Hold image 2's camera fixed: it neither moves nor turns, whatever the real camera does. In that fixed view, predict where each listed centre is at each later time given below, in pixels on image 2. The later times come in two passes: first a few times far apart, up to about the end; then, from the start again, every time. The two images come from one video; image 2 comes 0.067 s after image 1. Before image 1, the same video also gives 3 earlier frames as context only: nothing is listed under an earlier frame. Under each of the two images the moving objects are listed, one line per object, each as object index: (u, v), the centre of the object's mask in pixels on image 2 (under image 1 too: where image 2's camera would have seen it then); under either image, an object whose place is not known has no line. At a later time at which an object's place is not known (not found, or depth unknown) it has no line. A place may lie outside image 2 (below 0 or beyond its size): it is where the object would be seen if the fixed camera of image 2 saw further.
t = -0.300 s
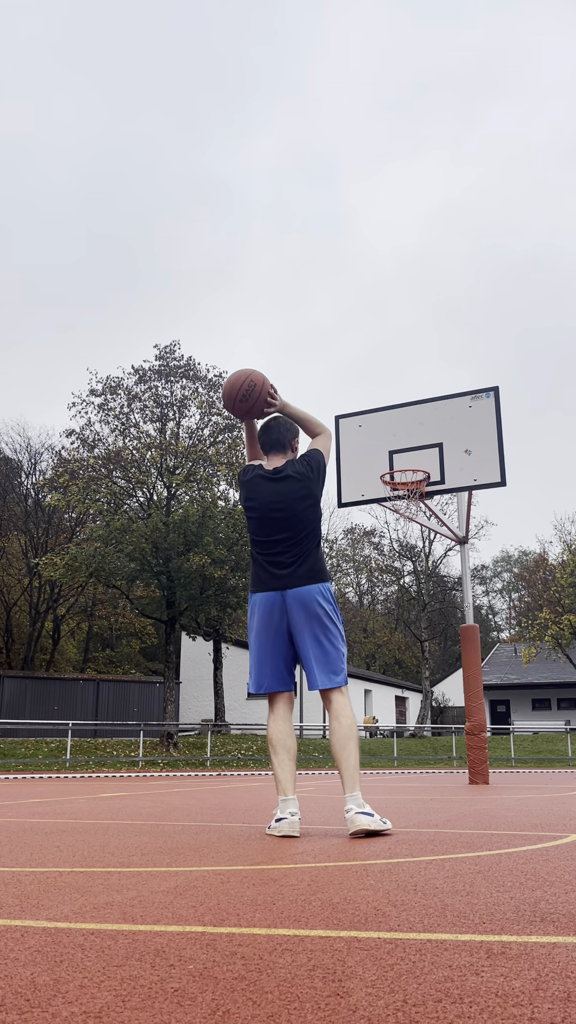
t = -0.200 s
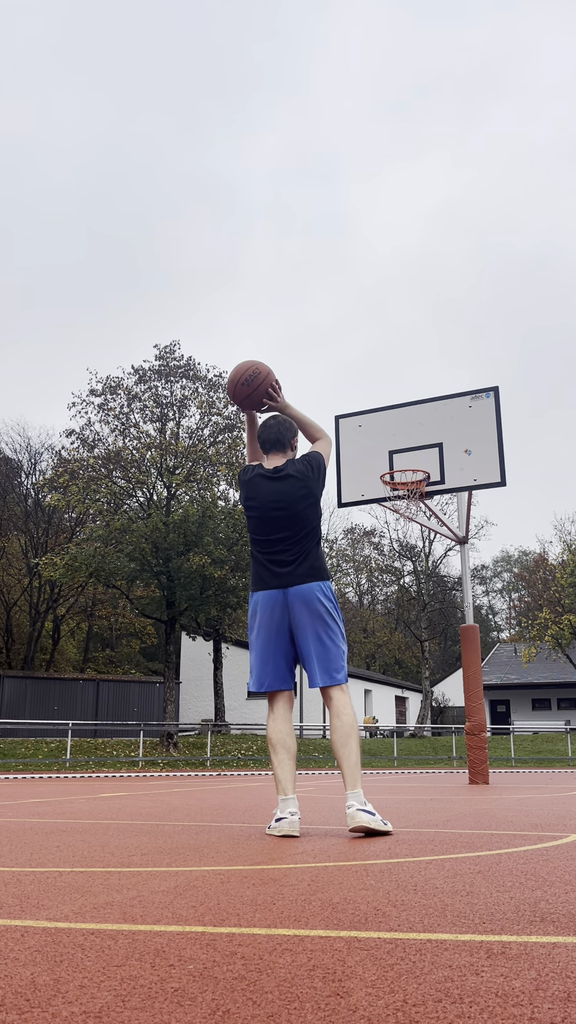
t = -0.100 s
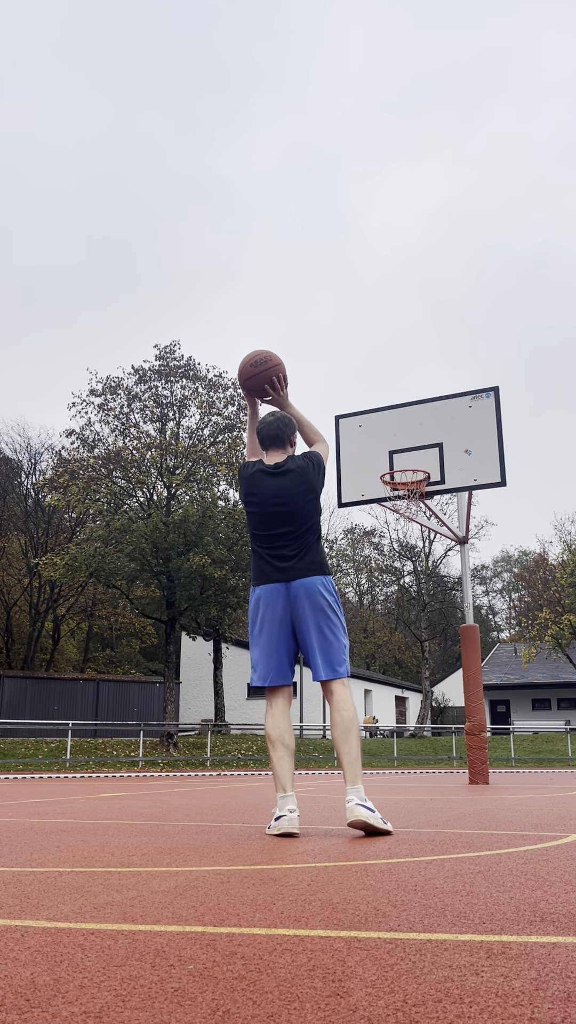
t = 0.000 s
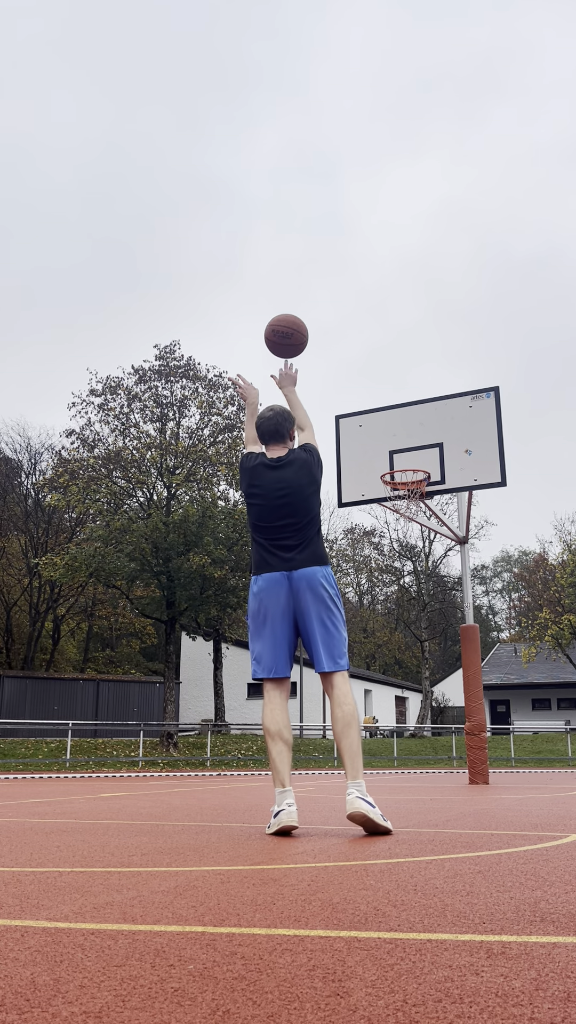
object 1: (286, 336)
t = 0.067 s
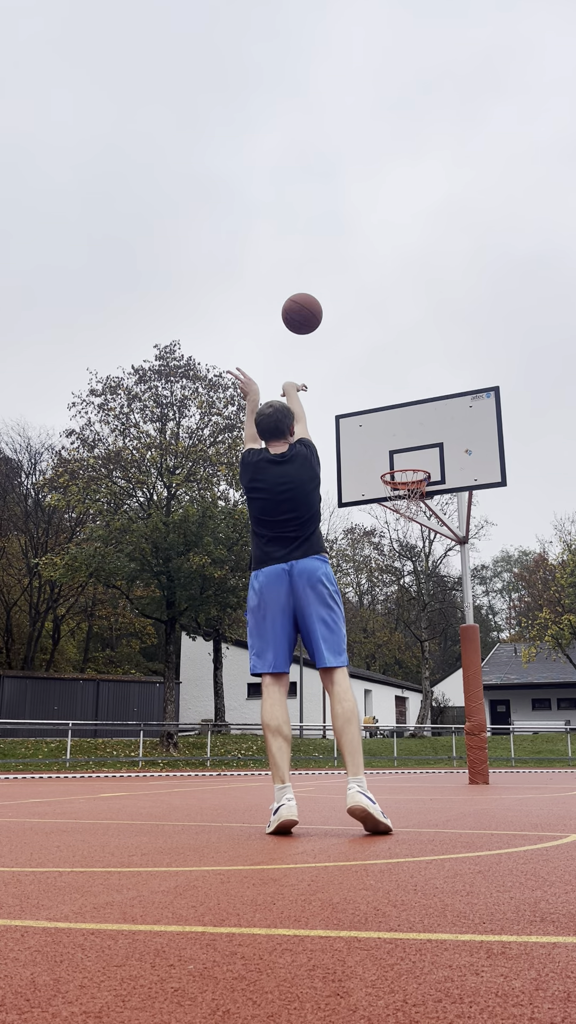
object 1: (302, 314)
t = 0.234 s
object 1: (333, 295)
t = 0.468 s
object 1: (363, 327)
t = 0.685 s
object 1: (384, 395)
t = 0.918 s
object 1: (403, 497)
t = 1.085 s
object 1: (384, 502)
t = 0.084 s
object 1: (305, 310)
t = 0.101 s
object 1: (309, 306)
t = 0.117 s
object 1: (312, 303)
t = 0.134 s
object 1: (315, 301)
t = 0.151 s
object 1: (319, 299)
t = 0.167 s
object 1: (322, 297)
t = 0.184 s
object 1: (324, 296)
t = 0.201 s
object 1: (327, 296)
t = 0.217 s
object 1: (330, 295)
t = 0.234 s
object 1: (333, 295)
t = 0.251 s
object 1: (335, 296)
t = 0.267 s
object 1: (338, 297)
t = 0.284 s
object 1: (340, 298)
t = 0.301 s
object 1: (343, 299)
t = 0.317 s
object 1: (345, 301)
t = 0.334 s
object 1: (347, 303)
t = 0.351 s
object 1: (349, 305)
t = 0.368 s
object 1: (351, 307)
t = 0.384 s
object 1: (354, 310)
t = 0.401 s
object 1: (356, 313)
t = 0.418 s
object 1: (358, 316)
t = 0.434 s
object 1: (360, 320)
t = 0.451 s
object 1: (361, 323)
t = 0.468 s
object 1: (363, 327)
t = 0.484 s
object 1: (365, 331)
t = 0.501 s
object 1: (367, 335)
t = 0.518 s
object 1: (369, 340)
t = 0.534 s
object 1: (370, 345)
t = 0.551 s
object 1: (372, 349)
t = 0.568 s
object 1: (374, 354)
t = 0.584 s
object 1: (375, 360)
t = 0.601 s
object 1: (377, 365)
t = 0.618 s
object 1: (378, 371)
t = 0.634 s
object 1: (380, 376)
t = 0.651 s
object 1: (381, 382)
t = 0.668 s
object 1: (383, 389)
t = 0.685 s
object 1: (384, 395)
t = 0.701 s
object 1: (386, 401)
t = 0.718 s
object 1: (387, 408)
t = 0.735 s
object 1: (388, 415)
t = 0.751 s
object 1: (390, 422)
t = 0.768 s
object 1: (391, 429)
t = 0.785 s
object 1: (393, 436)
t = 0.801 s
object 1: (394, 443)
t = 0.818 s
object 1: (395, 451)
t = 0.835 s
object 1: (396, 458)
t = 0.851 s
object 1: (398, 465)
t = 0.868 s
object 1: (399, 474)
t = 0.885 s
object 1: (400, 482)
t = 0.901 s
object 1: (401, 490)
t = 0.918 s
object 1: (403, 497)
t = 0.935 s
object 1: (403, 503)
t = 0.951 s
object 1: (402, 505)
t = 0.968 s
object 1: (400, 504)
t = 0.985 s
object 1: (397, 503)
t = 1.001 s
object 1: (395, 503)
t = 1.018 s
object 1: (393, 502)
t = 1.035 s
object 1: (391, 501)
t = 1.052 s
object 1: (389, 501)
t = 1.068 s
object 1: (386, 501)
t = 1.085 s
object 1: (384, 502)
